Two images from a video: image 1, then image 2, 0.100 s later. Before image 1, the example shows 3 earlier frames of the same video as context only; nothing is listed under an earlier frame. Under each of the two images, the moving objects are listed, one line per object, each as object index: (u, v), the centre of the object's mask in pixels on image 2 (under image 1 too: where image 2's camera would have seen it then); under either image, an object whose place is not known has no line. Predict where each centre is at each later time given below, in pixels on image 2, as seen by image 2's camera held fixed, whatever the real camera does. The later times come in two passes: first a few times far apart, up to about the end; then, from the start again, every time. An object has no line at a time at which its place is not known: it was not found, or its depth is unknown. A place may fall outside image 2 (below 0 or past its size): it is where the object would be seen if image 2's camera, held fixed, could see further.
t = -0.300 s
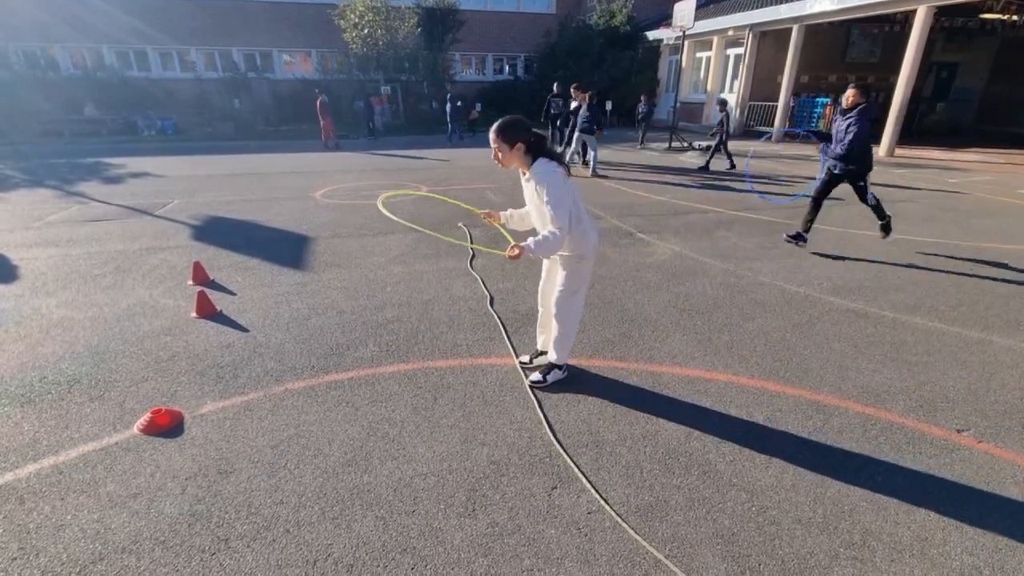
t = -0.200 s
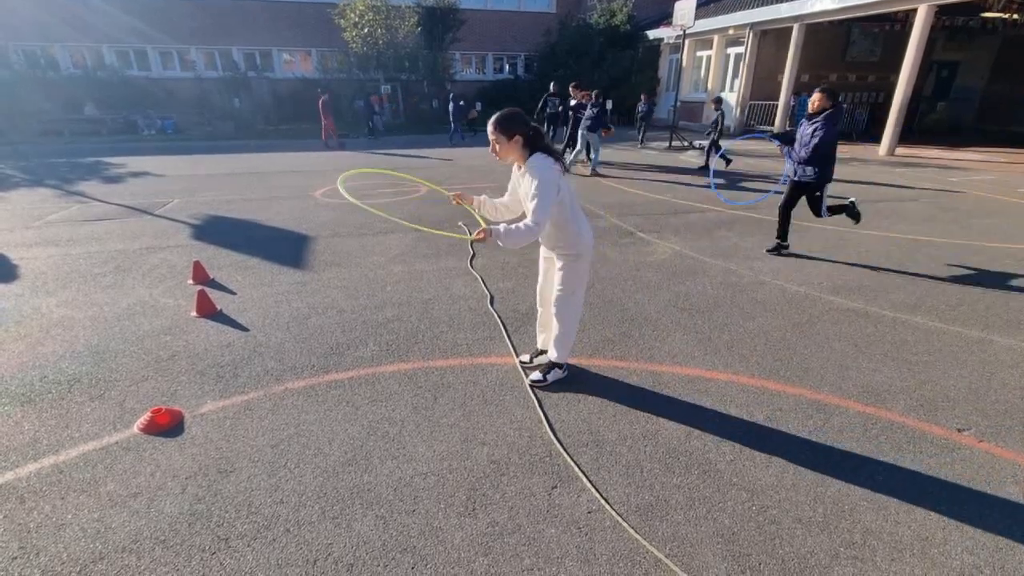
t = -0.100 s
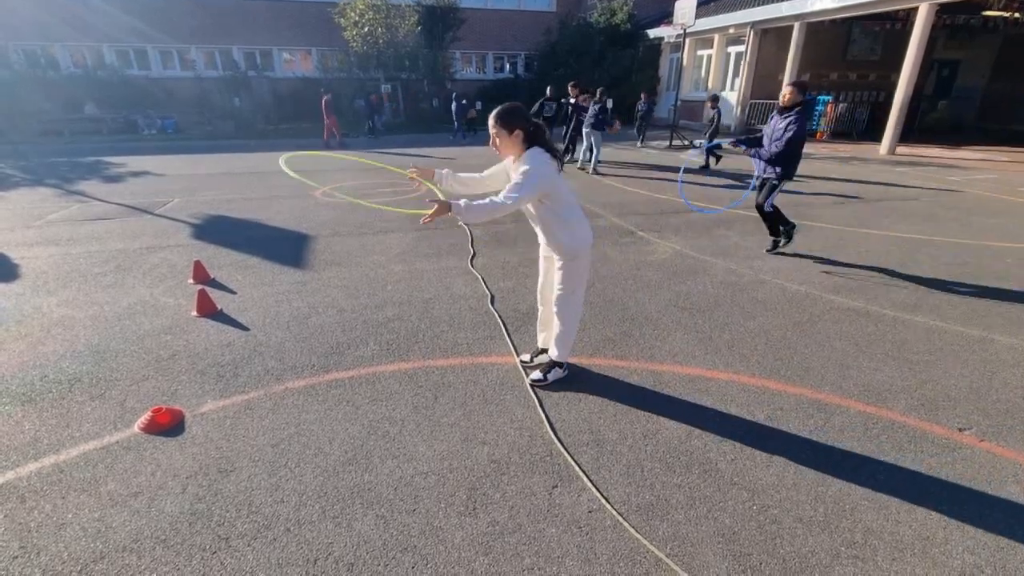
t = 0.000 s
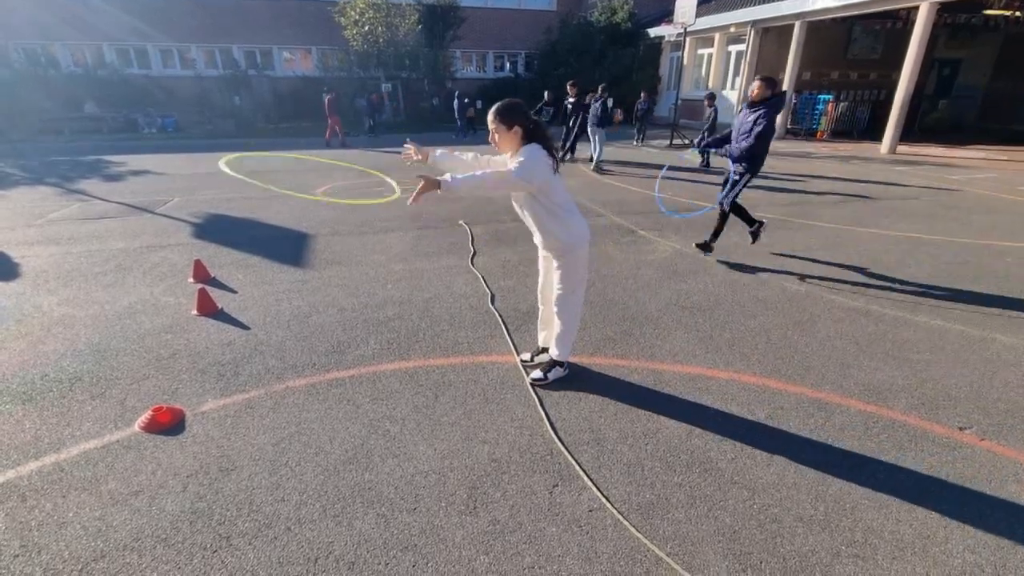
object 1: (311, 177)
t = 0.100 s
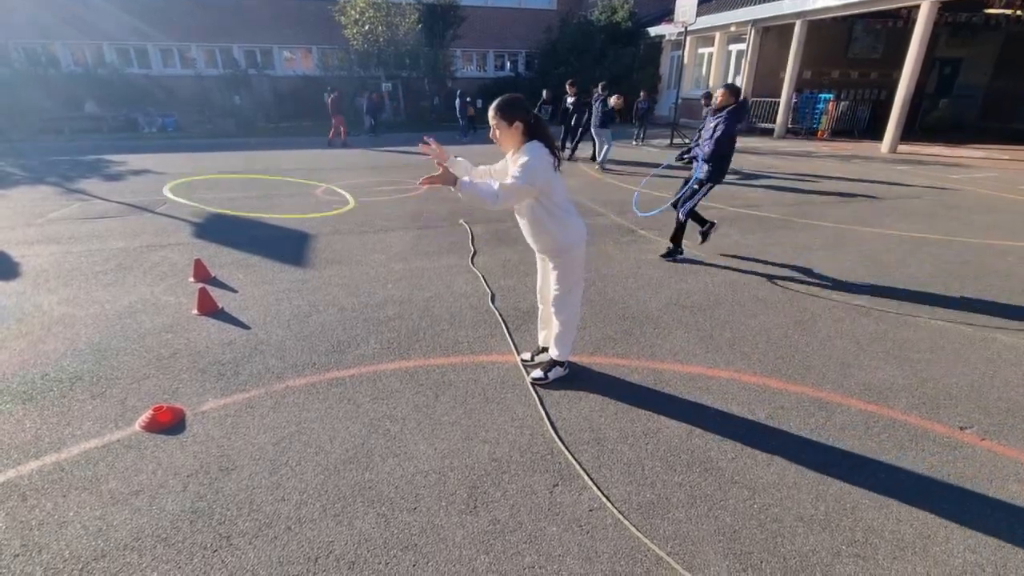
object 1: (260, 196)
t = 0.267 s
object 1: (185, 275)
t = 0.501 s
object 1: (117, 433)
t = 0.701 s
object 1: (108, 464)
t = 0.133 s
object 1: (244, 207)
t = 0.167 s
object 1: (229, 221)
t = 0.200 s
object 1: (213, 237)
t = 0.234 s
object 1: (199, 255)
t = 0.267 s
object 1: (185, 275)
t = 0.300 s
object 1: (173, 297)
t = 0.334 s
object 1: (165, 340)
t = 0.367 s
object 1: (151, 345)
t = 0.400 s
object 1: (141, 370)
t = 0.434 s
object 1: (120, 375)
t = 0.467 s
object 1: (124, 422)
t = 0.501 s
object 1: (117, 433)
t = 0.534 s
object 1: (110, 434)
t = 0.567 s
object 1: (102, 435)
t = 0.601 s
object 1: (93, 437)
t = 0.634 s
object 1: (101, 467)
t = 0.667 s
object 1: (105, 464)
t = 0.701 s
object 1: (108, 464)
